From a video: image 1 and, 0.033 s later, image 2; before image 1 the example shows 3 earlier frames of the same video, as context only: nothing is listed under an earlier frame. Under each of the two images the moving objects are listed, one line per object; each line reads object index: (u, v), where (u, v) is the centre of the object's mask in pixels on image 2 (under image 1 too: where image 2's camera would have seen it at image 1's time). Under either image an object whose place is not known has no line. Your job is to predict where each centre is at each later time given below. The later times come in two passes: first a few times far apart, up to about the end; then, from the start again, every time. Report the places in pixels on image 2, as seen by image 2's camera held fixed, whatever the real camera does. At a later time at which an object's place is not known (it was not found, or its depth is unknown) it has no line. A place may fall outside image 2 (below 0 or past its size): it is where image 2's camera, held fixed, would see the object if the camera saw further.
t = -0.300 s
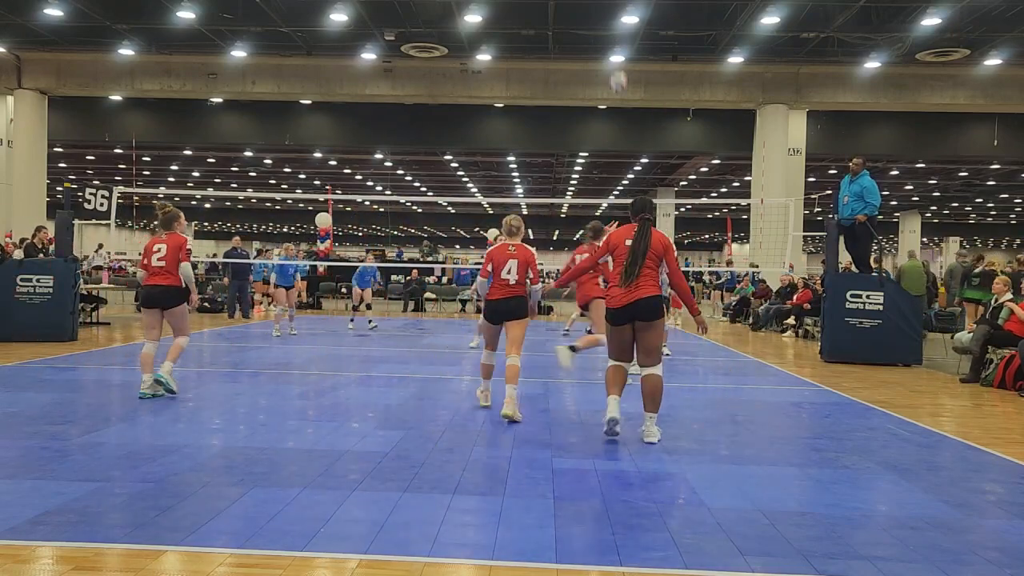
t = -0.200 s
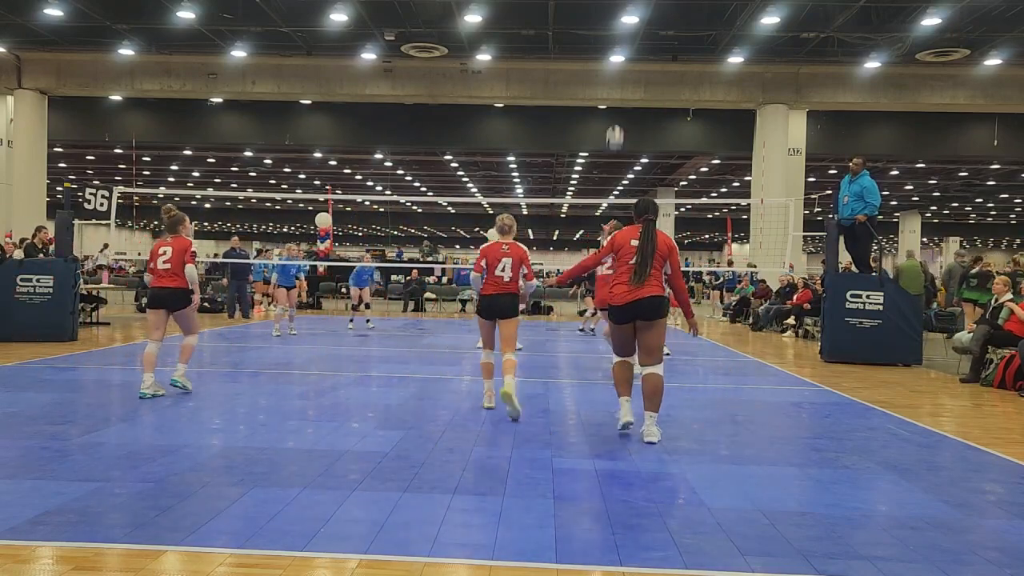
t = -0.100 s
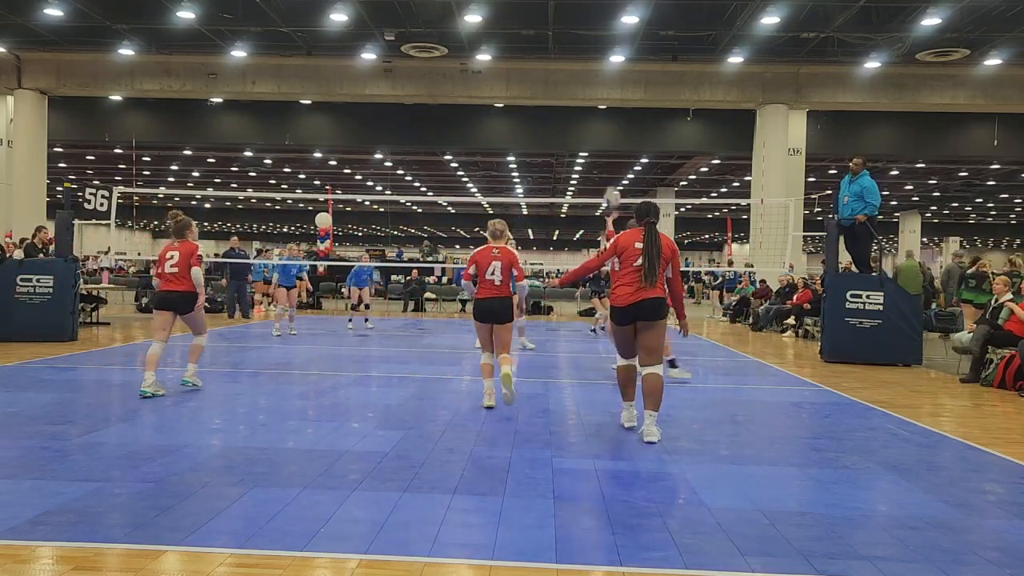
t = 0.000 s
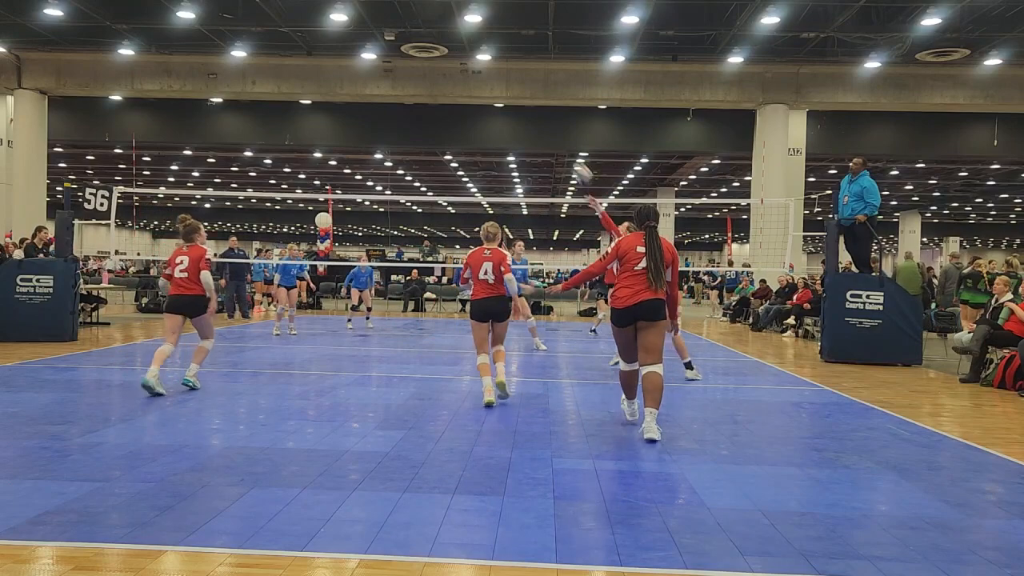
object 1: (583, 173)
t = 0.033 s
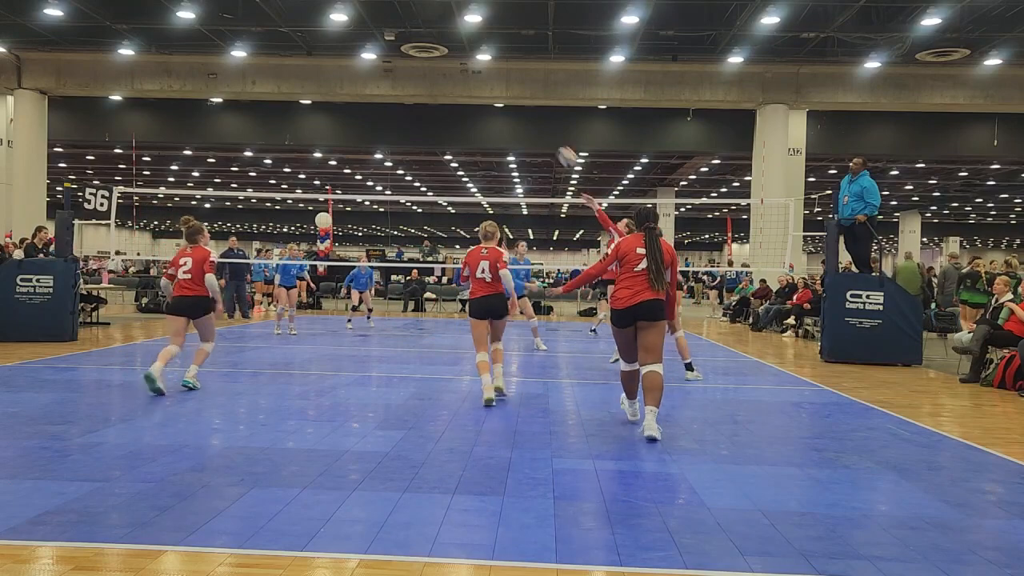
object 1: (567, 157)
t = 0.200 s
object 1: (498, 93)
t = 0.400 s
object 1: (419, 48)
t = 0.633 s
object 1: (334, 41)
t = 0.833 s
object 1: (264, 66)
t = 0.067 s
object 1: (553, 142)
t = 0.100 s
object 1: (539, 128)
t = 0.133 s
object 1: (525, 115)
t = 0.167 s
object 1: (512, 103)
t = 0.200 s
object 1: (498, 93)
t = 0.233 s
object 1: (484, 82)
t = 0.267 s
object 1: (471, 73)
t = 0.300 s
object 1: (458, 66)
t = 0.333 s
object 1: (445, 59)
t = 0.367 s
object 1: (432, 53)
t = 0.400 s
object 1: (419, 48)
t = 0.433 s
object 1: (406, 44)
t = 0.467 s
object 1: (394, 42)
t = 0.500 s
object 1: (383, 39)
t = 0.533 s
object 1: (370, 37)
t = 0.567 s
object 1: (358, 39)
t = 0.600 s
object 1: (345, 39)
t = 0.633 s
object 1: (334, 41)
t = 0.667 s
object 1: (322, 43)
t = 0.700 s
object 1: (310, 46)
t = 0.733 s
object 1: (298, 50)
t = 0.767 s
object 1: (287, 54)
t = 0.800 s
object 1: (275, 60)
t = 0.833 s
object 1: (264, 66)
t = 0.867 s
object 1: (253, 73)
